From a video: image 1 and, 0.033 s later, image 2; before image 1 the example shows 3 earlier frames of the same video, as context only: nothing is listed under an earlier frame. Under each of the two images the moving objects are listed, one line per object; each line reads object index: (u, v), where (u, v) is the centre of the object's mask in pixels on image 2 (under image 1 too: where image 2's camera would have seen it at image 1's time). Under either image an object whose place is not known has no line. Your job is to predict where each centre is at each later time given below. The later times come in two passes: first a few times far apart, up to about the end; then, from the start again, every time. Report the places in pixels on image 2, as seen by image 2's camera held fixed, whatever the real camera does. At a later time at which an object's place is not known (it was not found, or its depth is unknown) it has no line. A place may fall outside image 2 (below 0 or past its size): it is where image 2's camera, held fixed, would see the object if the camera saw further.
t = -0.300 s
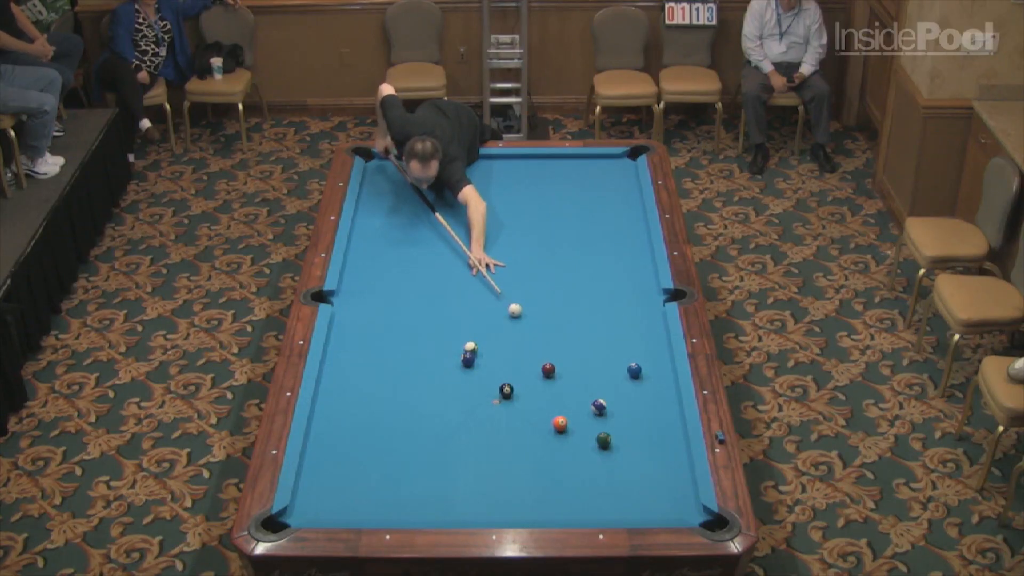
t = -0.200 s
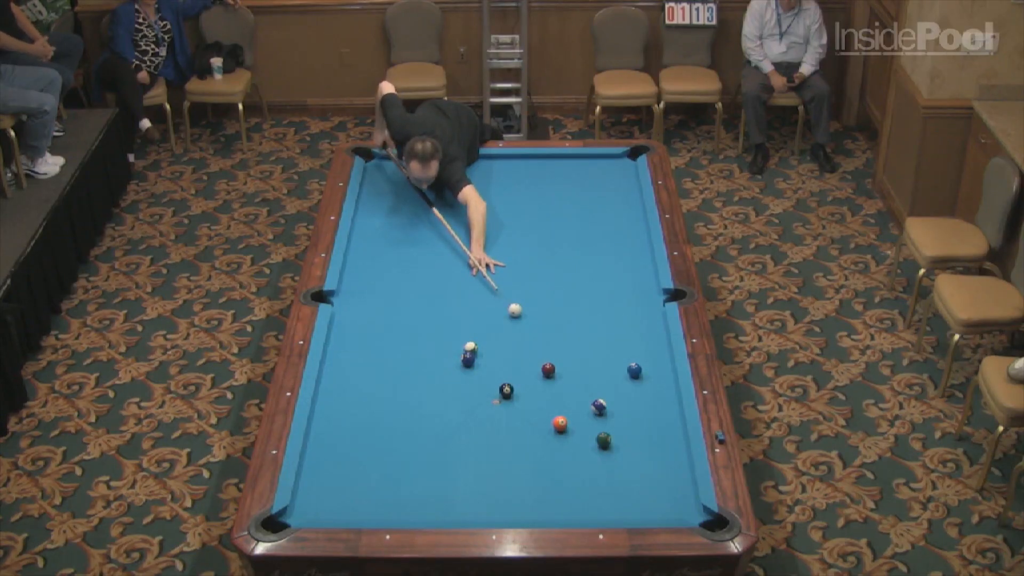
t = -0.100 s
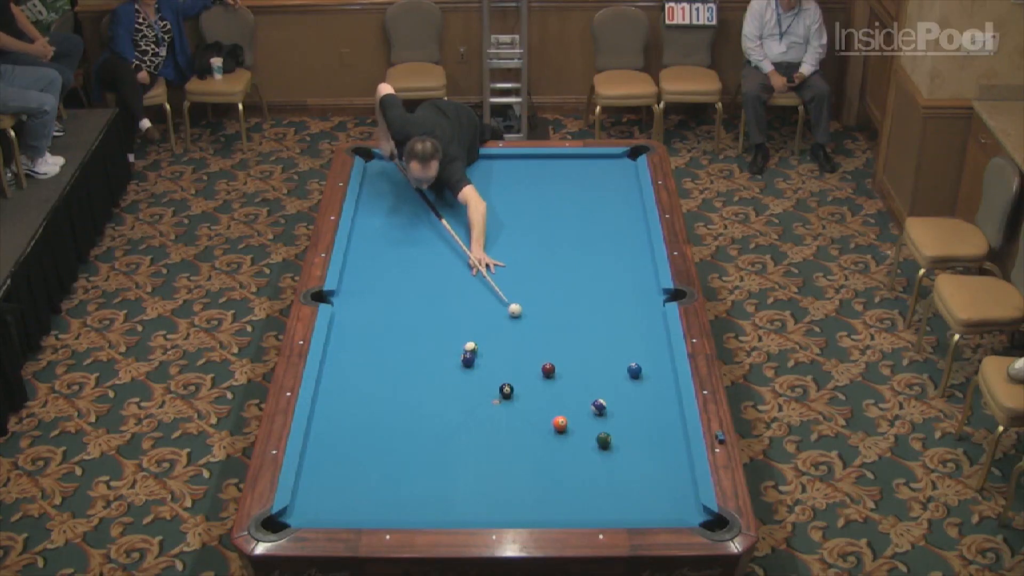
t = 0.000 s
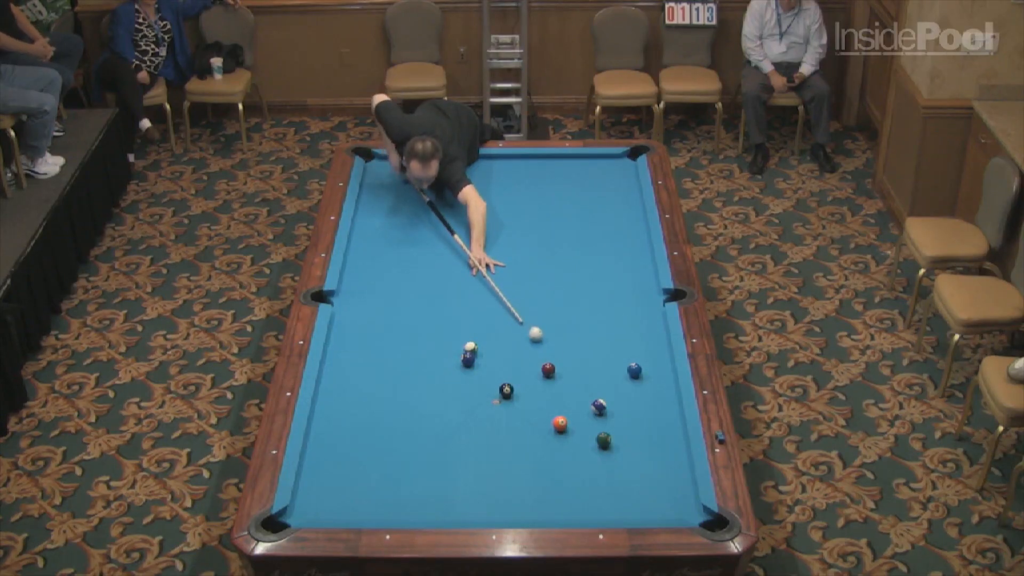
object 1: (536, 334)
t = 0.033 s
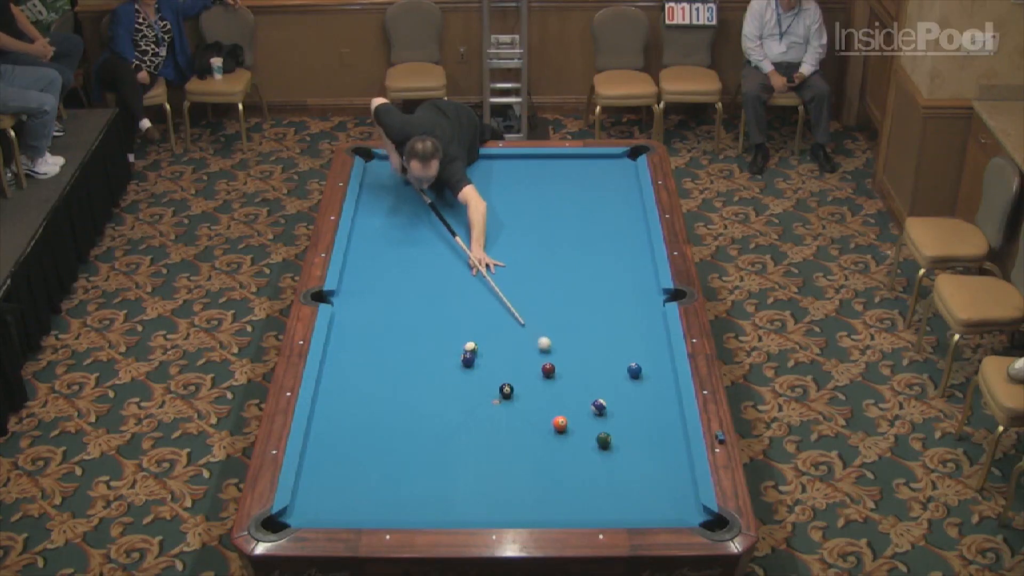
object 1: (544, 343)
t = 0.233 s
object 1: (591, 398)
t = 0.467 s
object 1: (592, 400)
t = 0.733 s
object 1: (593, 401)
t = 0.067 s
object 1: (553, 353)
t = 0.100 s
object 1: (561, 363)
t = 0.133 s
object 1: (570, 373)
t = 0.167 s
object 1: (578, 383)
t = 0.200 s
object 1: (586, 392)
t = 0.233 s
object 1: (591, 398)
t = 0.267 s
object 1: (592, 399)
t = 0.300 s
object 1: (592, 399)
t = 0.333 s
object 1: (592, 399)
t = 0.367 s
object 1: (592, 399)
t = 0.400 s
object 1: (592, 399)
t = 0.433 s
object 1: (592, 400)
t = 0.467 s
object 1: (592, 400)
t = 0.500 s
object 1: (592, 400)
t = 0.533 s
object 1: (592, 400)
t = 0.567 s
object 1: (592, 400)
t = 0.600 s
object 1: (592, 400)
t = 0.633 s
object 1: (593, 401)
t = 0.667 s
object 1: (593, 401)
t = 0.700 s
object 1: (593, 401)
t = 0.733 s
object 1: (593, 401)
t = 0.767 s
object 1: (593, 401)
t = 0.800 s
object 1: (593, 401)
